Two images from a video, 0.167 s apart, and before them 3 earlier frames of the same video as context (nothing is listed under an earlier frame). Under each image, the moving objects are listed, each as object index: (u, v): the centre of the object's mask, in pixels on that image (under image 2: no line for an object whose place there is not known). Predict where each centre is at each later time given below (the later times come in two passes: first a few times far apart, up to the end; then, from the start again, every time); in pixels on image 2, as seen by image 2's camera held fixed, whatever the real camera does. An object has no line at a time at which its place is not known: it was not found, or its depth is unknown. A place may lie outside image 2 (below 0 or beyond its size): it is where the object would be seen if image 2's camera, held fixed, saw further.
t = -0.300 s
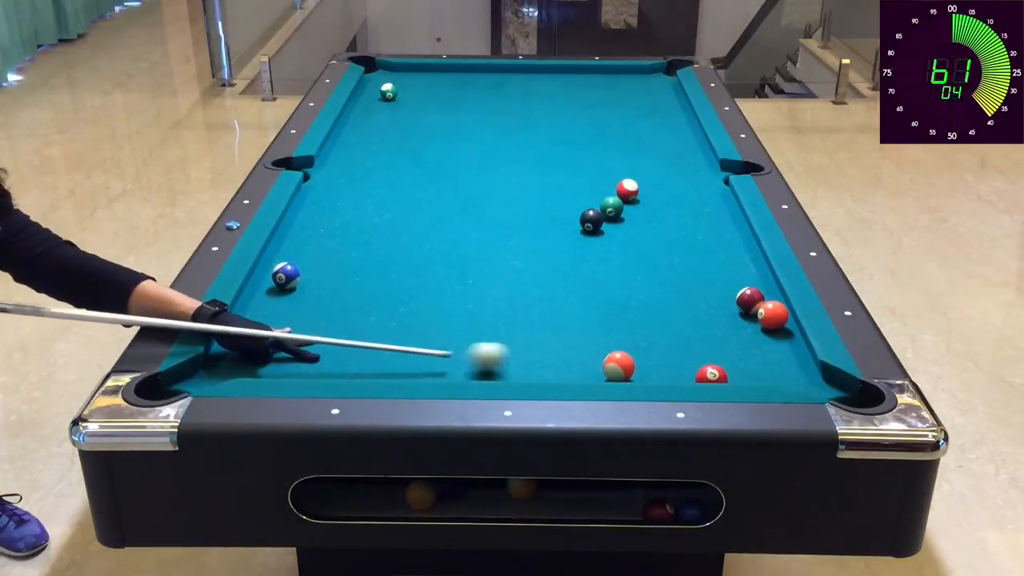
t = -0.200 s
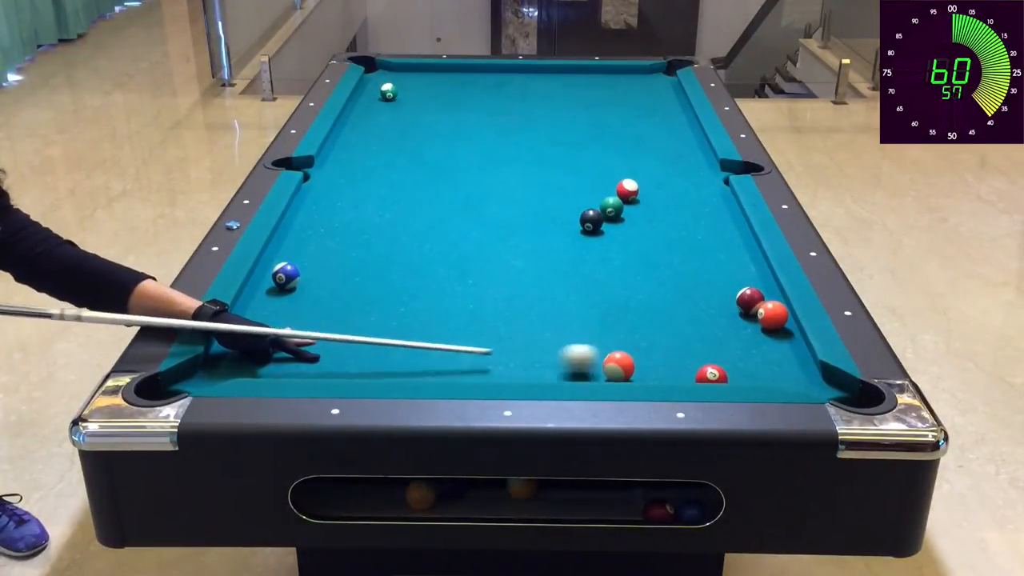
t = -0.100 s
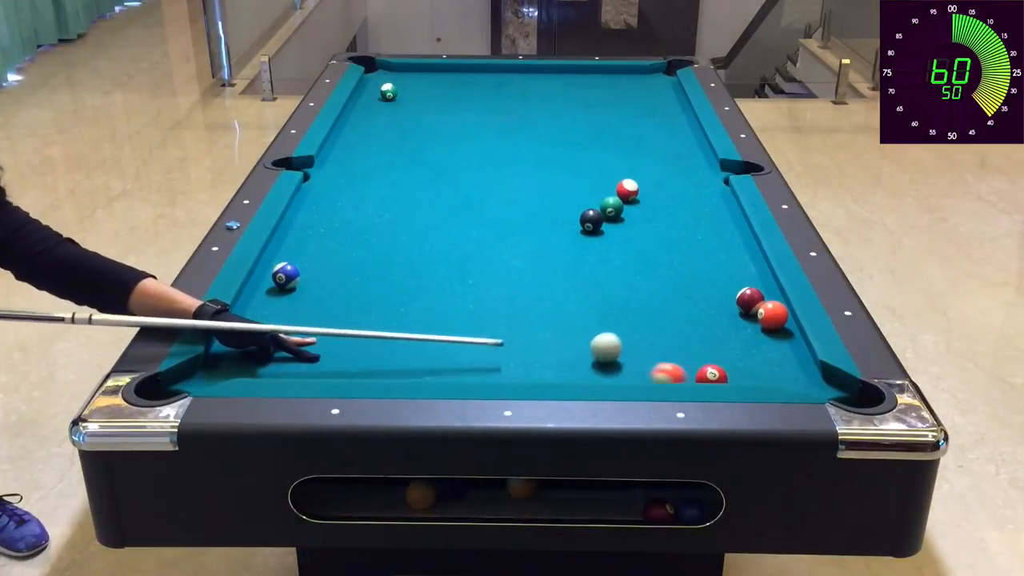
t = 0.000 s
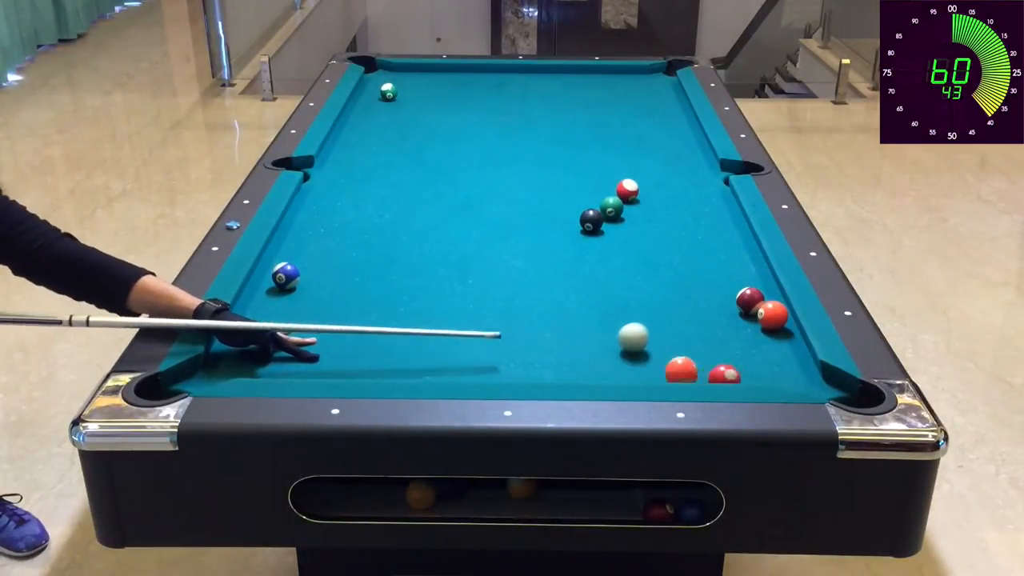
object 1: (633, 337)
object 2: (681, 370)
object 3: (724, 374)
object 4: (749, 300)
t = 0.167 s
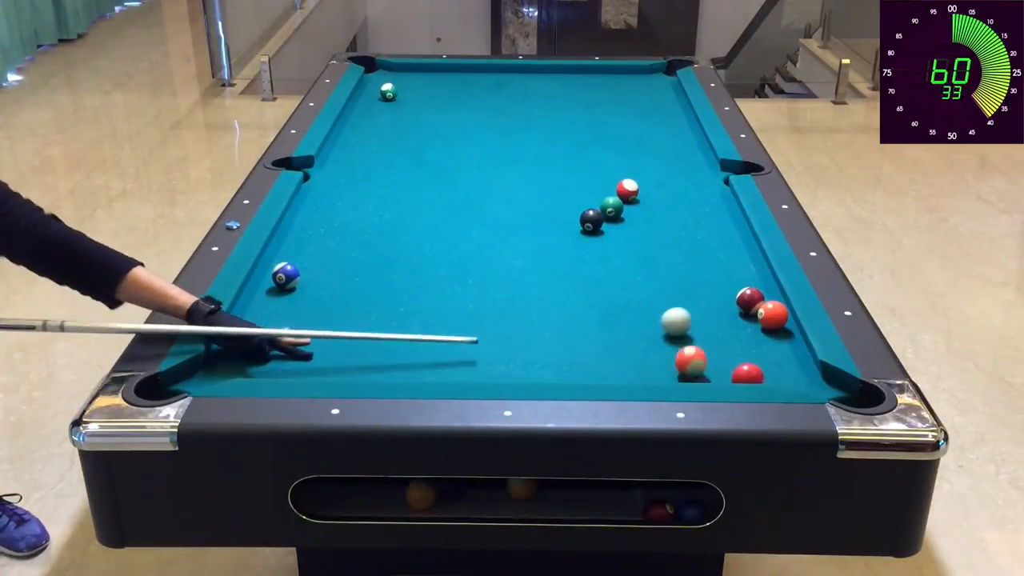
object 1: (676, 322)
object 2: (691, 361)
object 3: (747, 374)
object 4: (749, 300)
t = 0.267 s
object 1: (700, 313)
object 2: (695, 355)
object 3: (760, 374)
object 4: (749, 300)
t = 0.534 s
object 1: (725, 297)
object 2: (707, 341)
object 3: (794, 376)
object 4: (771, 294)
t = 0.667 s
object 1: (725, 291)
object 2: (712, 335)
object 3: (809, 378)
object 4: (759, 295)
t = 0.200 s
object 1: (684, 319)
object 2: (693, 359)
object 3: (752, 374)
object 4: (749, 300)
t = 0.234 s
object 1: (692, 316)
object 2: (694, 357)
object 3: (756, 374)
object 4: (749, 300)
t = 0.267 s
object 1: (700, 313)
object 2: (695, 355)
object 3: (760, 374)
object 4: (749, 300)
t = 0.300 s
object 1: (707, 310)
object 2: (697, 353)
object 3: (765, 374)
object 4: (749, 300)
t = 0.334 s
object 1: (714, 307)
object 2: (699, 351)
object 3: (769, 374)
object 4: (749, 300)
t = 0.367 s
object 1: (722, 305)
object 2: (700, 349)
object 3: (774, 374)
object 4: (749, 300)
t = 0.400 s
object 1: (724, 303)
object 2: (701, 347)
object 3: (778, 375)
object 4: (753, 298)
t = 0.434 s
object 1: (724, 302)
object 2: (703, 346)
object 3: (782, 375)
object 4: (759, 296)
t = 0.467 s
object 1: (724, 300)
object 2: (704, 344)
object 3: (786, 375)
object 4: (764, 295)
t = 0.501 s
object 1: (724, 298)
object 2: (706, 343)
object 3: (790, 376)
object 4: (770, 294)
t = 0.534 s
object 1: (725, 297)
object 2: (707, 341)
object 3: (794, 376)
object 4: (771, 294)
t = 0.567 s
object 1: (725, 295)
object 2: (708, 339)
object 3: (798, 377)
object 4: (768, 293)
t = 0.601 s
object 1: (725, 294)
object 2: (710, 338)
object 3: (801, 377)
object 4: (764, 294)
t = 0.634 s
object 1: (725, 293)
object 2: (711, 337)
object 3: (805, 378)
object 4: (762, 294)
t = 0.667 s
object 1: (725, 291)
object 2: (712, 335)
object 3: (809, 378)
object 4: (759, 295)
